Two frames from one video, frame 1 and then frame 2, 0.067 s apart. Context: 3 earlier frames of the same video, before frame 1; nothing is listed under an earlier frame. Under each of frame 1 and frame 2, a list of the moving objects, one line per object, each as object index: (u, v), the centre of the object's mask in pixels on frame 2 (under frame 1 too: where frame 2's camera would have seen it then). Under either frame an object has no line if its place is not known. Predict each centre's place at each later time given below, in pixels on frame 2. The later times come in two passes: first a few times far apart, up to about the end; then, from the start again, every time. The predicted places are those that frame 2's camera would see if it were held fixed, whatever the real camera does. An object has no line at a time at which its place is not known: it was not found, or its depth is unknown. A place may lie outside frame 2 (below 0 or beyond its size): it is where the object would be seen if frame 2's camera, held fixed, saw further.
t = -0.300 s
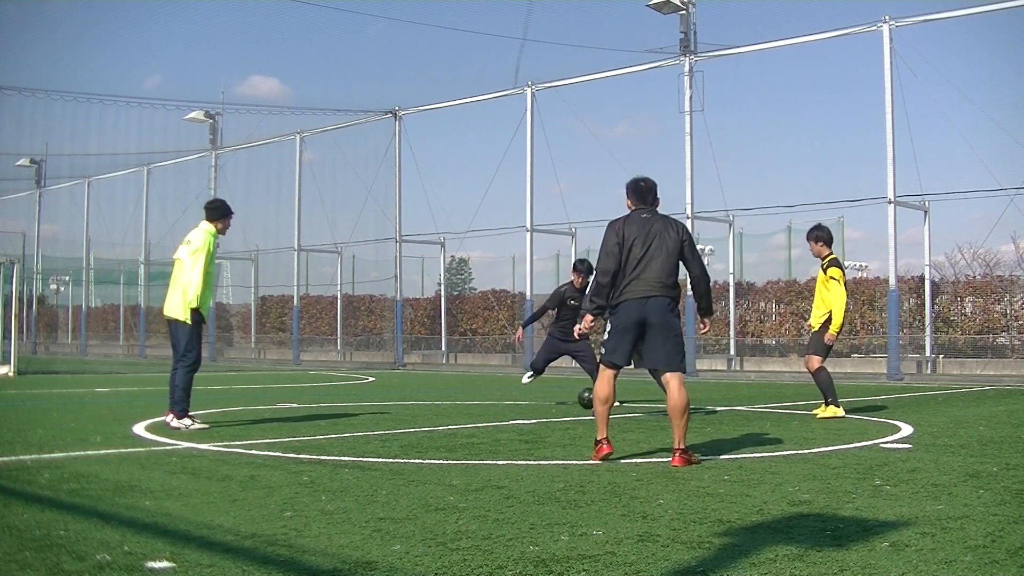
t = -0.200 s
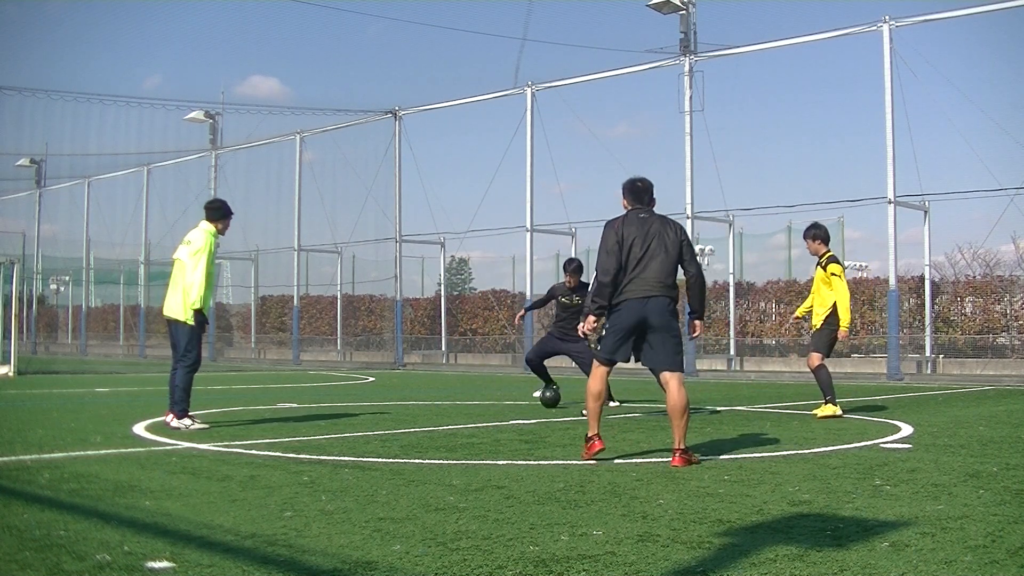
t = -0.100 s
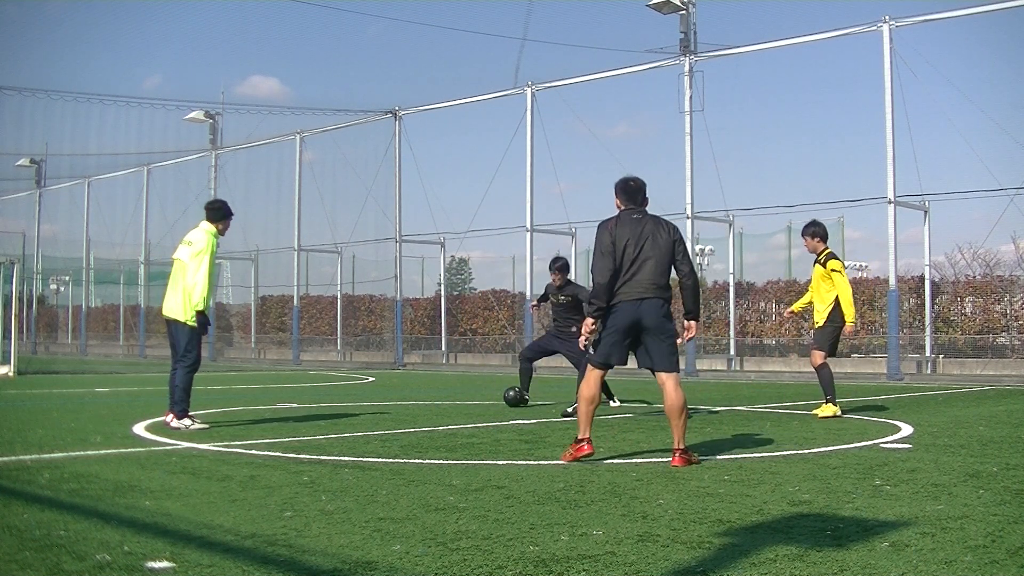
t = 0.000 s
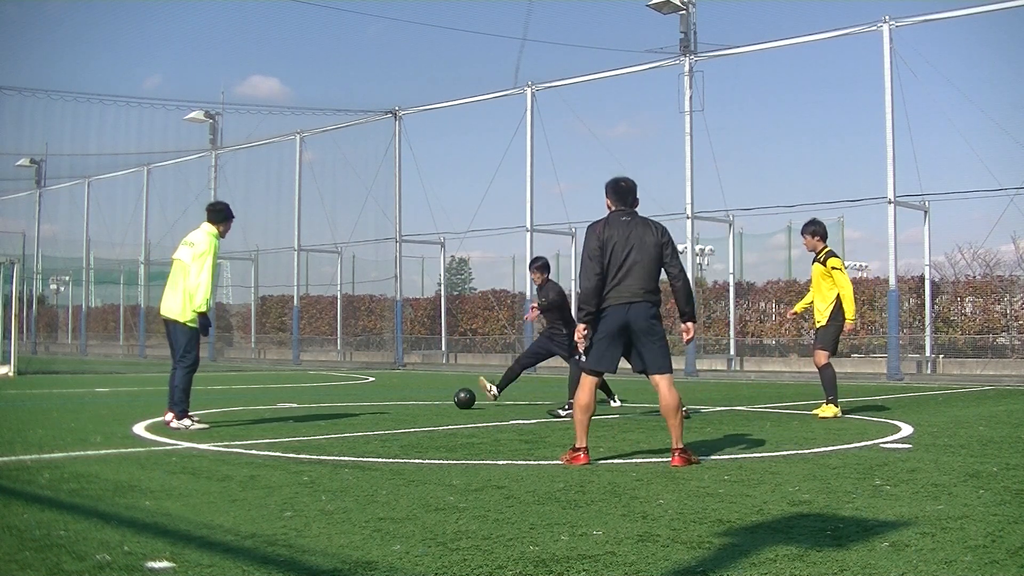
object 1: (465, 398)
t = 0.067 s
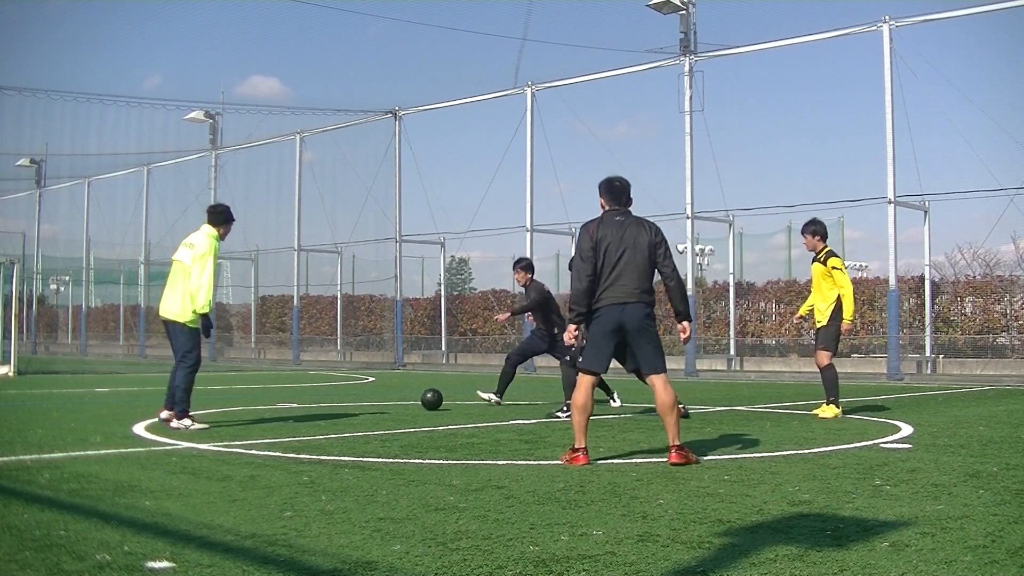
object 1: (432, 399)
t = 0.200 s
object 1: (366, 402)
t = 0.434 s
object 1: (255, 404)
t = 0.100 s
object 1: (415, 400)
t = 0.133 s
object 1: (399, 400)
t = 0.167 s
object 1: (383, 401)
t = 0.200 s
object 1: (366, 402)
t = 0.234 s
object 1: (350, 401)
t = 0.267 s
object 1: (334, 401)
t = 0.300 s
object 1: (318, 402)
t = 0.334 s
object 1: (302, 404)
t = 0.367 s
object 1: (286, 404)
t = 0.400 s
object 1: (270, 403)
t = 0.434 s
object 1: (255, 404)
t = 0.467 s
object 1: (239, 405)
